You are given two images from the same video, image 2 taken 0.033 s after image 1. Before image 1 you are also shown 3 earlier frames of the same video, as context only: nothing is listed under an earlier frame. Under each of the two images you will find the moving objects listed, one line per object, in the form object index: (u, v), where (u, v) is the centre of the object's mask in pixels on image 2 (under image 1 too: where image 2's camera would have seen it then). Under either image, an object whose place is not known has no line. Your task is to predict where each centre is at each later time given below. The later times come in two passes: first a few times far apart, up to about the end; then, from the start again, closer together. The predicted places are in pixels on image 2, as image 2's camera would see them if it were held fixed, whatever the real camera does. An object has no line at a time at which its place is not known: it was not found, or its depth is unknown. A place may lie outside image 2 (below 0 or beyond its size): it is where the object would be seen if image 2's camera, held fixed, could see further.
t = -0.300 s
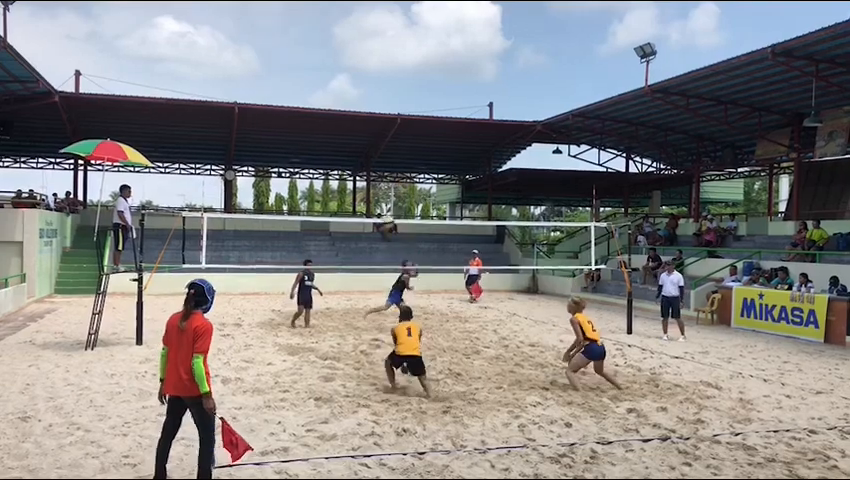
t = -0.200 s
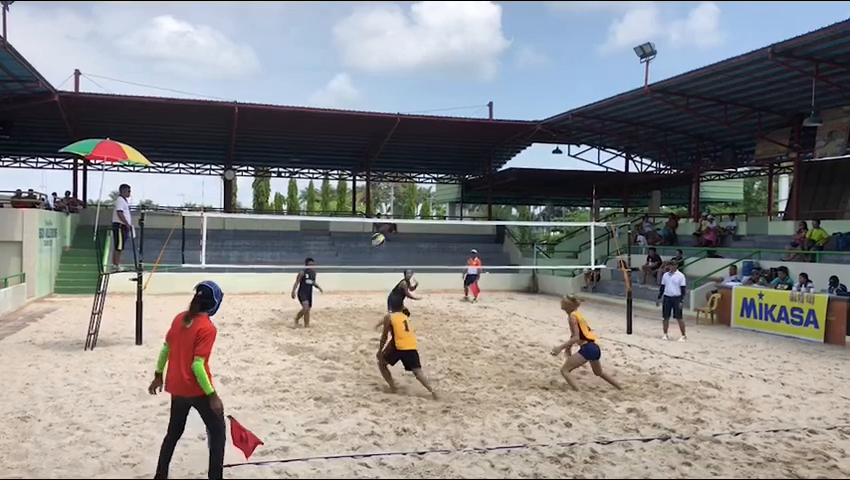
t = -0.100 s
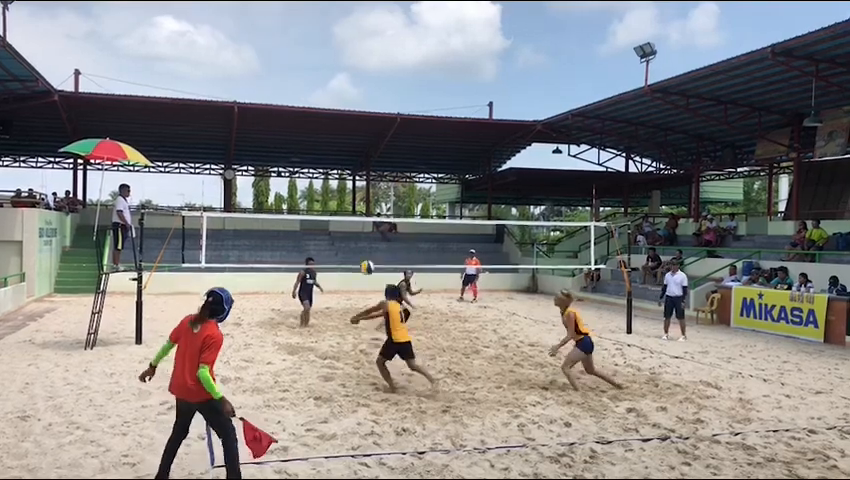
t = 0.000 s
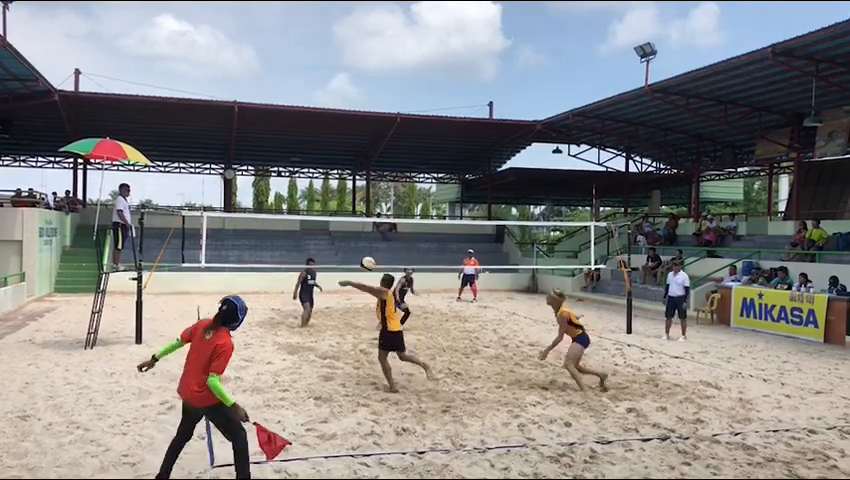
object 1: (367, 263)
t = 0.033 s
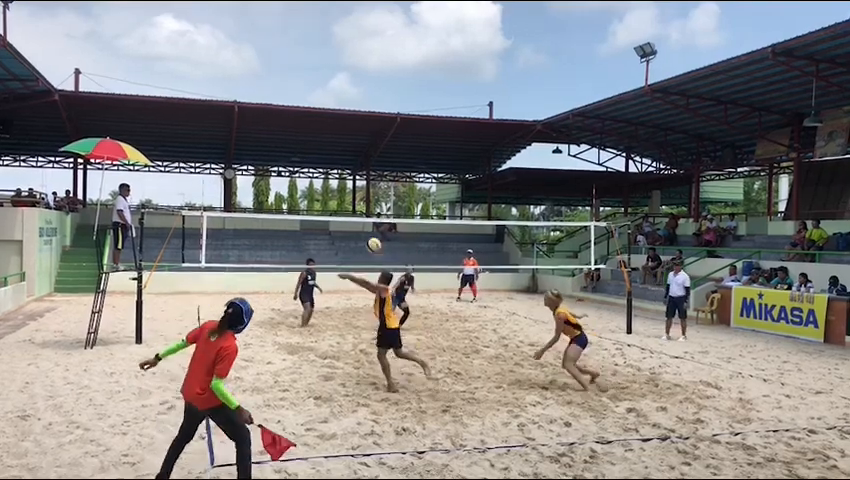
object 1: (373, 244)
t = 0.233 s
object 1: (406, 153)
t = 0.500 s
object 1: (445, 86)
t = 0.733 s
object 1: (473, 67)
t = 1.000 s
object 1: (502, 86)
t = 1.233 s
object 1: (524, 131)
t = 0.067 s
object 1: (379, 226)
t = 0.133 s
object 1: (390, 193)
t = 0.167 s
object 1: (395, 178)
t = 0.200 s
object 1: (400, 164)
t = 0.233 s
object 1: (406, 153)
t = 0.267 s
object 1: (411, 142)
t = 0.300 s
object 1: (416, 131)
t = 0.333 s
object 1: (421, 121)
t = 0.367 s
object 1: (426, 113)
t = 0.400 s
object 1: (430, 105)
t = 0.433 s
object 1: (436, 98)
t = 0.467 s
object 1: (440, 92)
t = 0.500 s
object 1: (445, 86)
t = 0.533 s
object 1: (449, 81)
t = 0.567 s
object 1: (453, 77)
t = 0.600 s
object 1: (457, 73)
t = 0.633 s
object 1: (462, 70)
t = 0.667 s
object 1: (465, 69)
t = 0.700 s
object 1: (469, 68)
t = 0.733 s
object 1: (473, 67)
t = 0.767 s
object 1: (477, 67)
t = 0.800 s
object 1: (481, 69)
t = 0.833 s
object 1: (484, 70)
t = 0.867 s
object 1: (488, 72)
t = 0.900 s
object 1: (491, 74)
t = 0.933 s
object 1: (495, 78)
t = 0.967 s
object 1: (499, 81)
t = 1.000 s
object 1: (502, 86)
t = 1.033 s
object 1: (505, 90)
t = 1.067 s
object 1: (508, 97)
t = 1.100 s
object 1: (512, 102)
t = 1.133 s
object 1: (515, 109)
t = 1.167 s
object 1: (517, 116)
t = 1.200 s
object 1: (521, 124)
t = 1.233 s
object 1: (524, 131)
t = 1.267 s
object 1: (527, 140)
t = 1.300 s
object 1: (530, 149)
